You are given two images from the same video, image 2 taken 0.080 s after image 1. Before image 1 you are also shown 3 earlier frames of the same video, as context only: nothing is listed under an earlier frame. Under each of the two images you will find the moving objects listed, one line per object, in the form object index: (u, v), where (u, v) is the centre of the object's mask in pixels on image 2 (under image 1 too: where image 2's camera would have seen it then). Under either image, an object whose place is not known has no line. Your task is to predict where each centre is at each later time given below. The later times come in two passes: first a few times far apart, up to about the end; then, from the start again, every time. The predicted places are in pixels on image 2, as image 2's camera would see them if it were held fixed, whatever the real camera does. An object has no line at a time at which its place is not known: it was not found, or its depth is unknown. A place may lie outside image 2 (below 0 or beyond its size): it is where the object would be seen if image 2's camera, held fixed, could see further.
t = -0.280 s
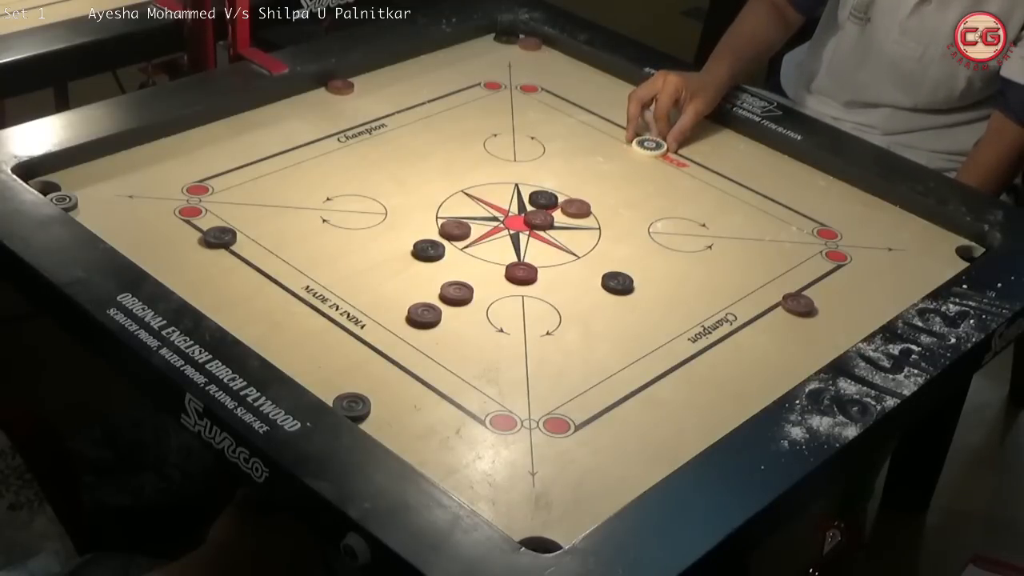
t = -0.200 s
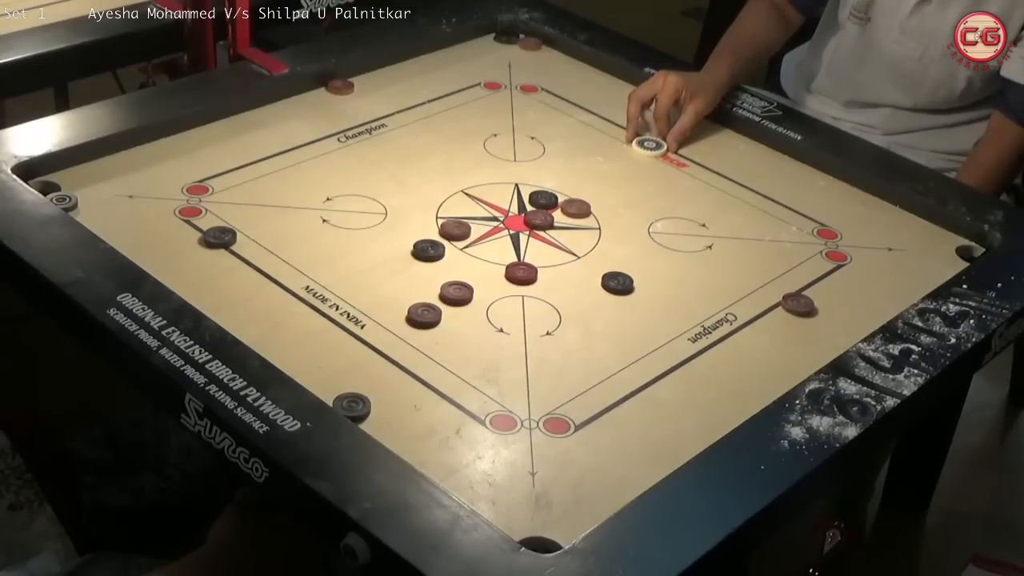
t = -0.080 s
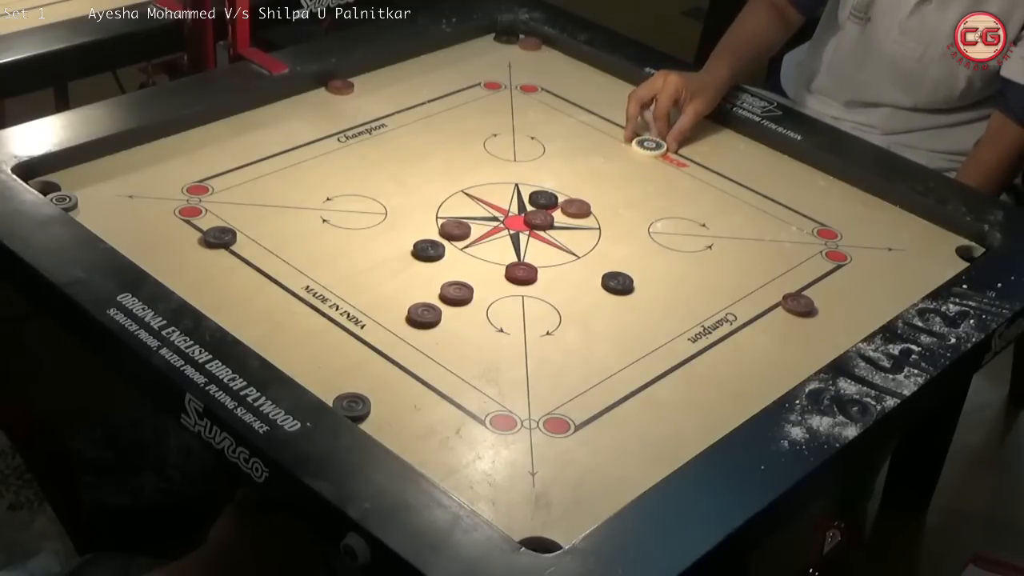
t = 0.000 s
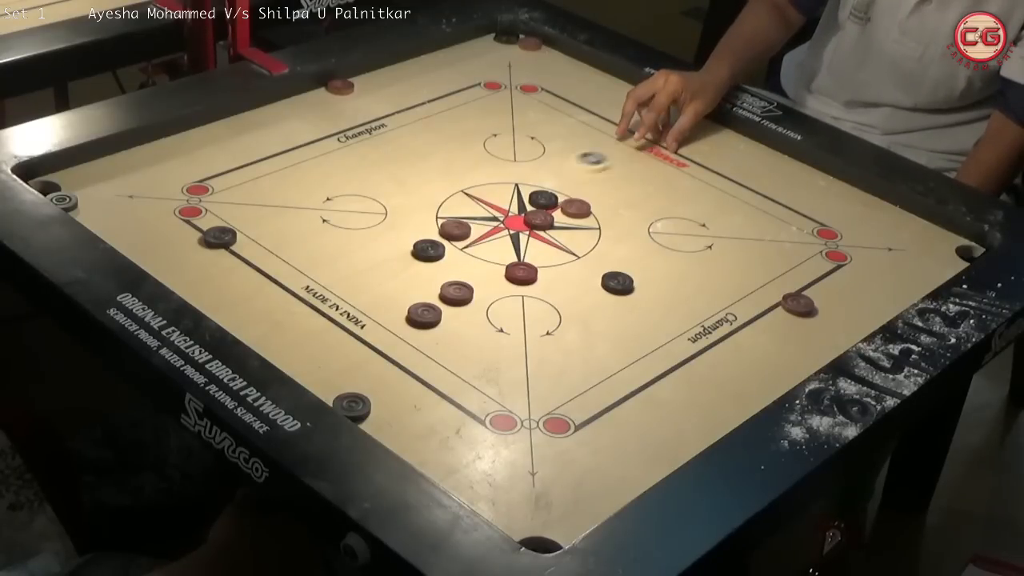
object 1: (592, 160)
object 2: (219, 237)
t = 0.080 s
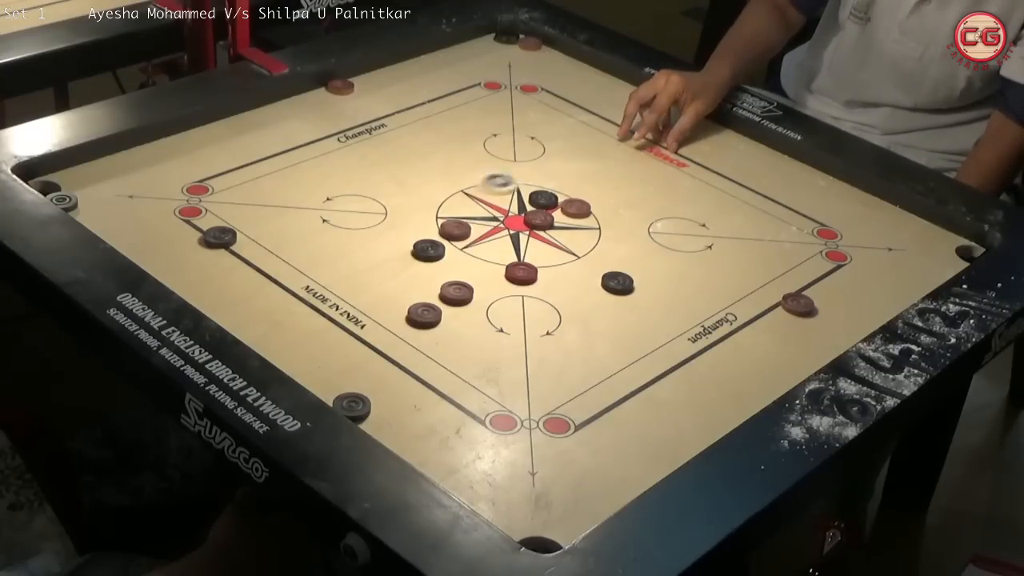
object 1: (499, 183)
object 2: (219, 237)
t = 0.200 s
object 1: (353, 218)
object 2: (220, 237)
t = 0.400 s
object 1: (179, 282)
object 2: (87, 218)
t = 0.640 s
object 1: (296, 246)
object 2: (152, 170)
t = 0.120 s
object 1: (451, 194)
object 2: (219, 237)
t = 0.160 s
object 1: (403, 206)
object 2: (219, 237)
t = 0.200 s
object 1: (353, 218)
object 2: (220, 237)
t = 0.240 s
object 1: (306, 230)
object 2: (220, 237)
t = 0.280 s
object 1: (257, 243)
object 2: (219, 237)
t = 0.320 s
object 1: (228, 257)
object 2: (167, 232)
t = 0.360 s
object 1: (200, 271)
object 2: (118, 228)
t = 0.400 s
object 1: (179, 282)
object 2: (87, 218)
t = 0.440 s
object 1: (191, 279)
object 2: (93, 207)
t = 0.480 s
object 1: (216, 272)
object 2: (108, 197)
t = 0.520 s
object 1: (239, 264)
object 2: (121, 189)
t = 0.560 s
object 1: (260, 257)
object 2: (132, 182)
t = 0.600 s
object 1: (279, 251)
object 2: (143, 175)
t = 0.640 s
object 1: (296, 246)
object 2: (152, 170)
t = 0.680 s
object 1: (311, 241)
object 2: (159, 165)
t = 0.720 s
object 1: (326, 238)
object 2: (166, 162)
